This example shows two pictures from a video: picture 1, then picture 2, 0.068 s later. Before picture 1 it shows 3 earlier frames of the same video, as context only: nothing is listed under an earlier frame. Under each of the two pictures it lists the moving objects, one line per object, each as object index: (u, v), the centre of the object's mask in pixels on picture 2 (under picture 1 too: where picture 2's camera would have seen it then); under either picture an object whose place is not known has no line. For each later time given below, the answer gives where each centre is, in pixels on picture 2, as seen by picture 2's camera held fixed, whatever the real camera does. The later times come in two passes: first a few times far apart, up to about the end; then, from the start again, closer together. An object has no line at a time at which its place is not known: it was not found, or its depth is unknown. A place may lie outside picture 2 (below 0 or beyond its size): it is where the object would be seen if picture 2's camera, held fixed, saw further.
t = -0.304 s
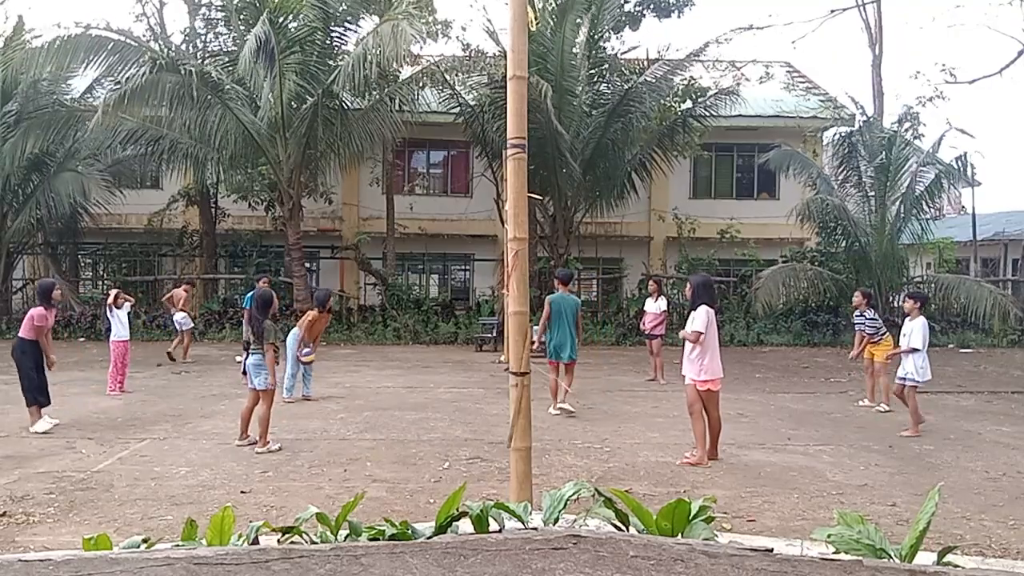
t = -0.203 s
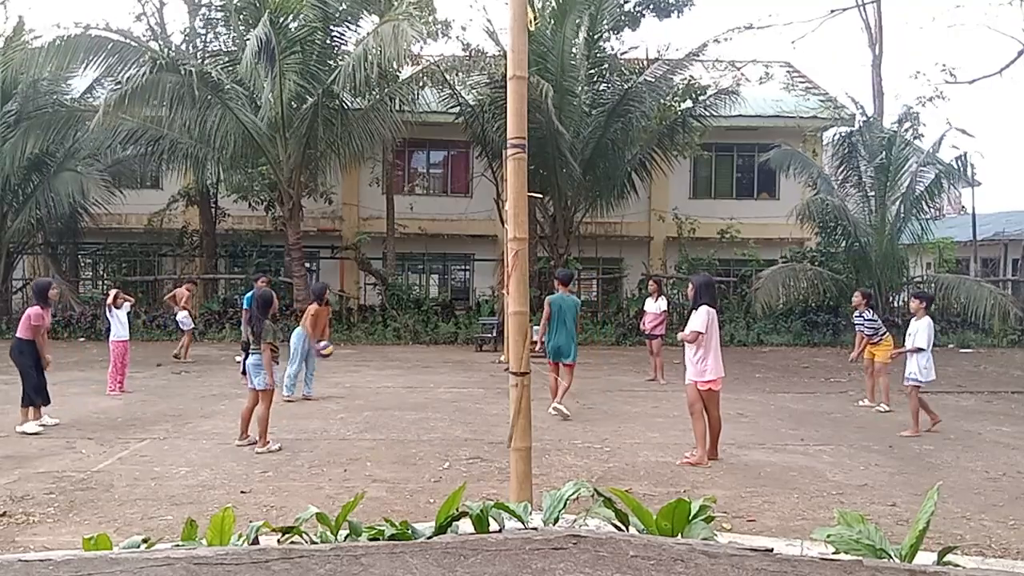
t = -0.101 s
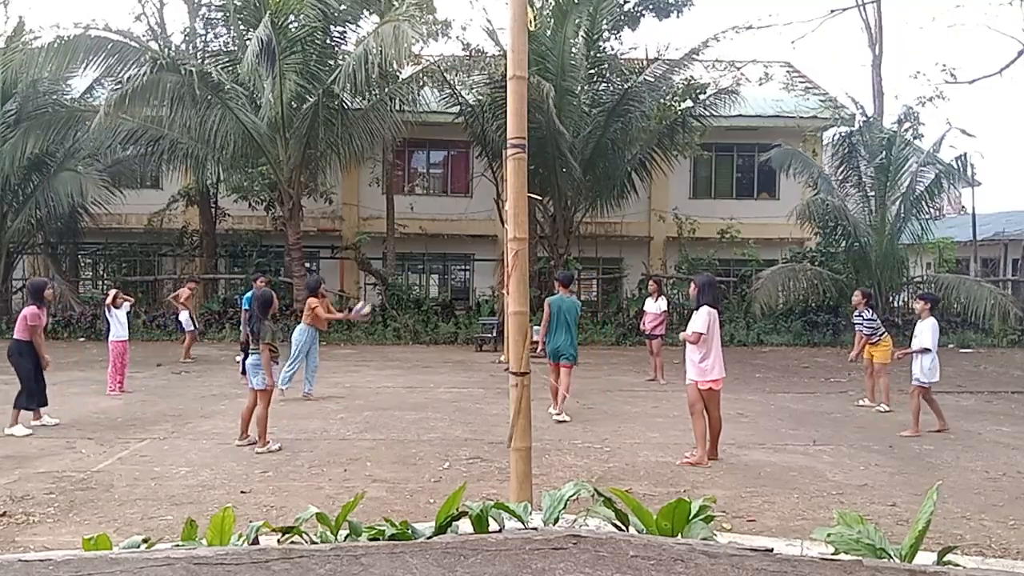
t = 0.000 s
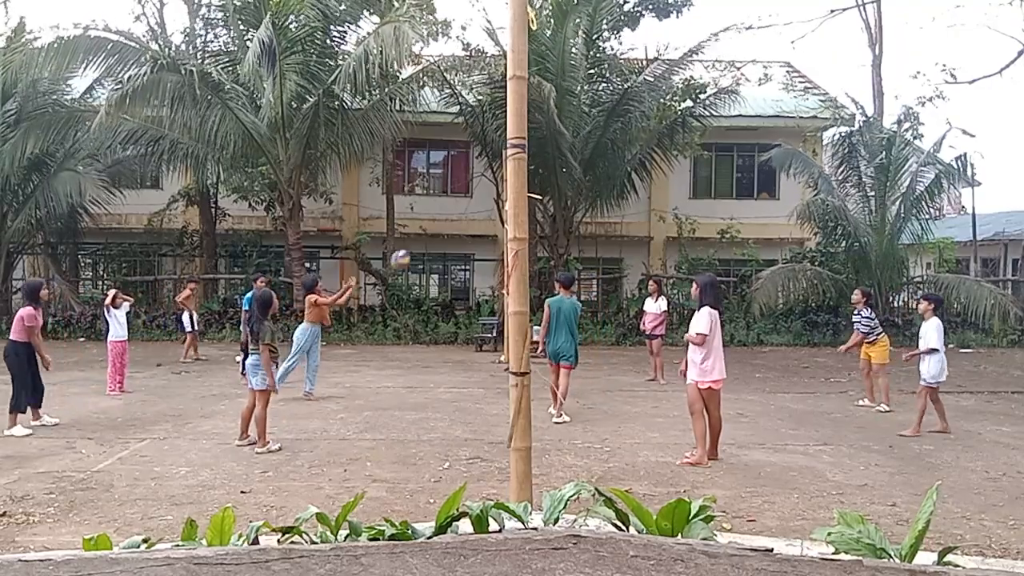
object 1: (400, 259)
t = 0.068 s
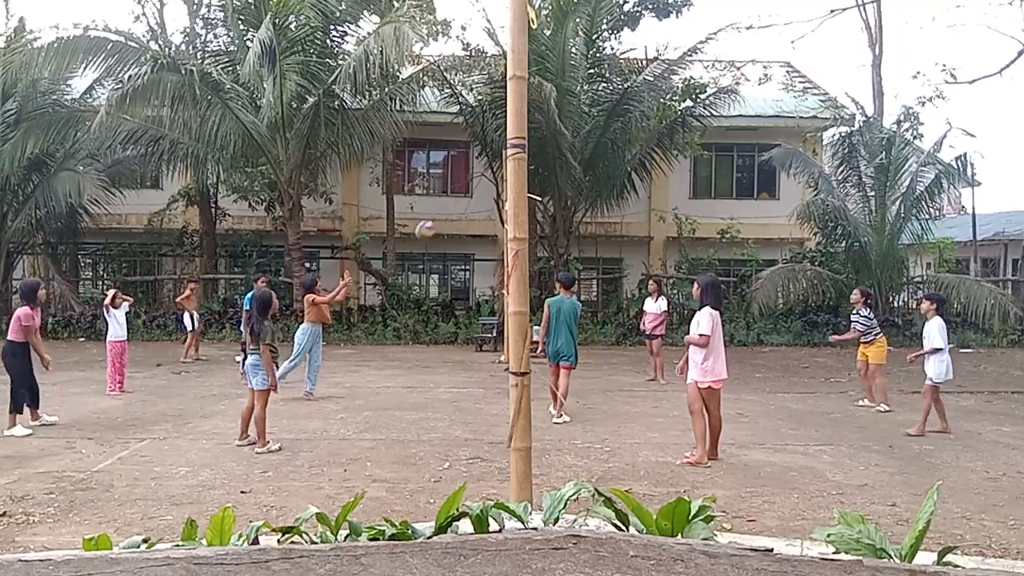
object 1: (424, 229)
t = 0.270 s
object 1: (496, 164)
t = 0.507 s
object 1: (581, 131)
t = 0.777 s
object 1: (675, 149)
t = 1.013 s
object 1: (754, 216)
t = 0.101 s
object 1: (437, 216)
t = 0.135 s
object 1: (450, 203)
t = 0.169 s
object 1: (462, 192)
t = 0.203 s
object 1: (474, 182)
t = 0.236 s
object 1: (486, 172)
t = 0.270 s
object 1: (496, 164)
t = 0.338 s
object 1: (528, 148)
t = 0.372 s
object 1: (534, 144)
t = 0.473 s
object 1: (569, 132)
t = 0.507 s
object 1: (581, 131)
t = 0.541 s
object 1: (593, 130)
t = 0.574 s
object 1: (605, 130)
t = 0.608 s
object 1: (617, 132)
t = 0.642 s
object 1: (628, 133)
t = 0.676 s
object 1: (639, 135)
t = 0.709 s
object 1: (651, 139)
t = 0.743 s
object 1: (662, 142)
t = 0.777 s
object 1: (675, 149)
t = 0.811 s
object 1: (687, 157)
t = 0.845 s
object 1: (697, 163)
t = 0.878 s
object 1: (709, 172)
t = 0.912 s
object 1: (720, 181)
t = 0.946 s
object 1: (731, 192)
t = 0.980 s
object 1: (743, 204)
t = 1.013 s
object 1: (754, 216)
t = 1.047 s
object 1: (765, 229)
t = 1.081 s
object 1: (774, 243)
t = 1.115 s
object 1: (786, 258)
